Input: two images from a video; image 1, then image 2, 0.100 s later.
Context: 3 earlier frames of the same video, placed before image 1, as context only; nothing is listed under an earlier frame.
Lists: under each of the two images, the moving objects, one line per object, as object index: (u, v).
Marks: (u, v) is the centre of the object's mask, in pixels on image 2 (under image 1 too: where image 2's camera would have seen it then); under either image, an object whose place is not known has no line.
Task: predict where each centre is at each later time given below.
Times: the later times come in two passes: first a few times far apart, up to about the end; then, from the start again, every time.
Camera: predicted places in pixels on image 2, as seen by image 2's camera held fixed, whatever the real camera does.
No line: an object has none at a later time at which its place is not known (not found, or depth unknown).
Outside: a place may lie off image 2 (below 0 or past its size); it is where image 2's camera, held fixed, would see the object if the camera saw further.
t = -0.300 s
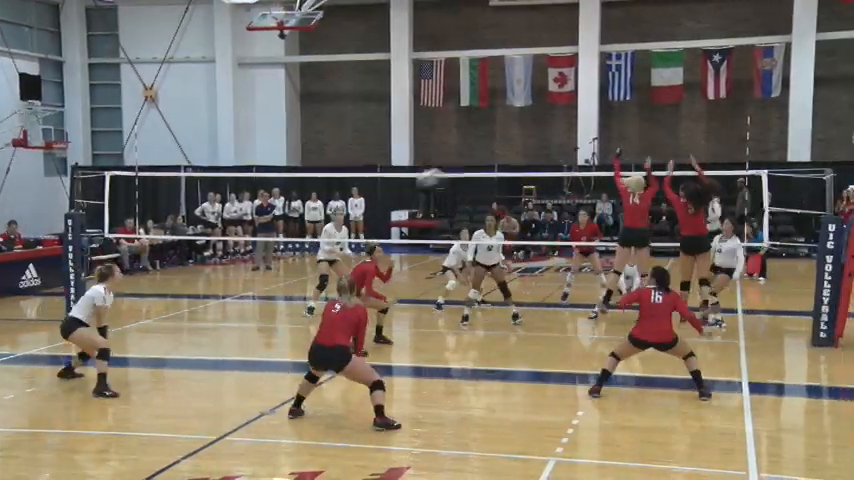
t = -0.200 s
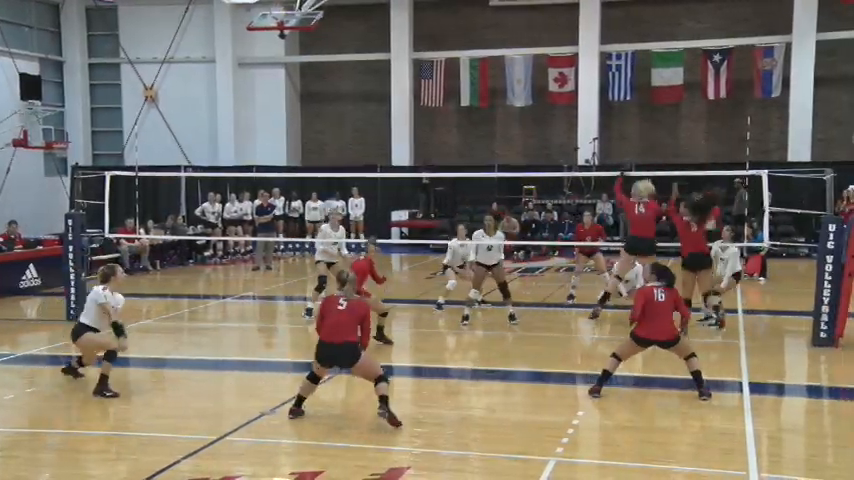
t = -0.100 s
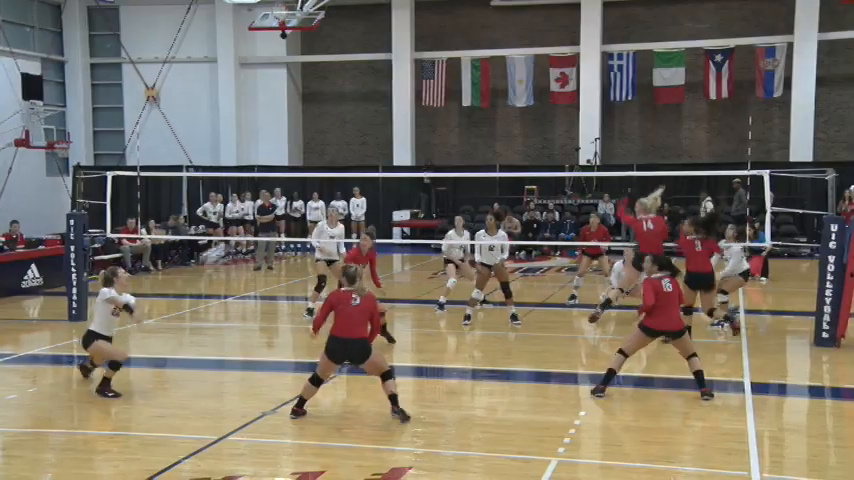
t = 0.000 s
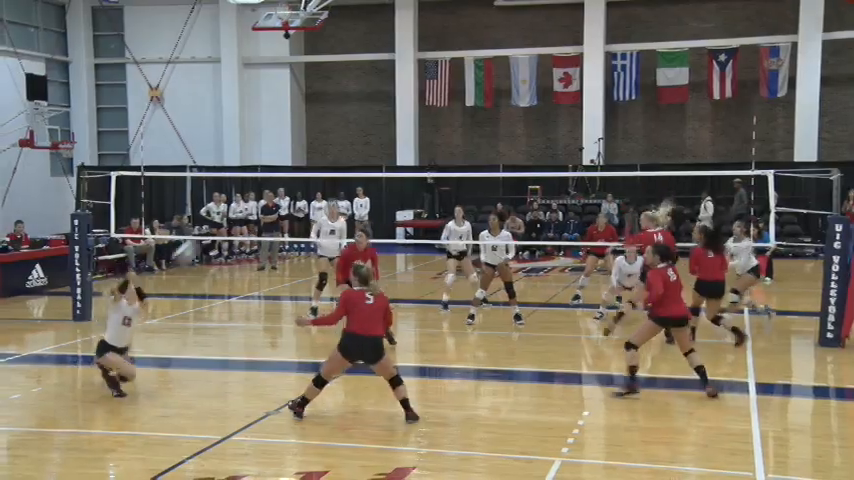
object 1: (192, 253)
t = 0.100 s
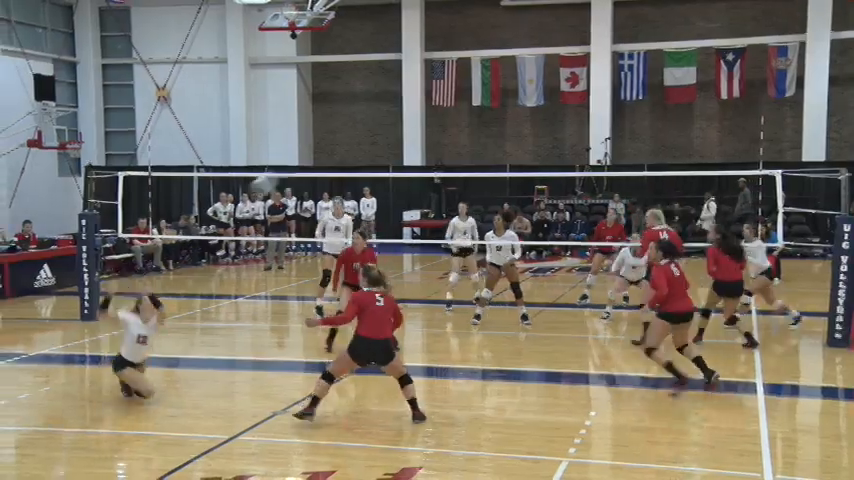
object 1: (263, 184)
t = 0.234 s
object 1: (354, 112)
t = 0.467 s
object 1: (500, 38)
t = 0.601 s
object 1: (578, 19)
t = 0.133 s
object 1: (290, 164)
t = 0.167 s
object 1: (310, 145)
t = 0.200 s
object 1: (332, 127)
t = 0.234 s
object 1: (354, 112)
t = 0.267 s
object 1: (375, 98)
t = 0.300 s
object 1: (395, 87)
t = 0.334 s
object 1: (420, 73)
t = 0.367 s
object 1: (437, 66)
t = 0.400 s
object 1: (460, 53)
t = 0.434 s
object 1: (481, 44)
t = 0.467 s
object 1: (500, 38)
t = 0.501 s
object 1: (520, 32)
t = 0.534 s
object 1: (539, 26)
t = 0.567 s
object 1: (559, 22)
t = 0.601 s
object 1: (578, 19)
